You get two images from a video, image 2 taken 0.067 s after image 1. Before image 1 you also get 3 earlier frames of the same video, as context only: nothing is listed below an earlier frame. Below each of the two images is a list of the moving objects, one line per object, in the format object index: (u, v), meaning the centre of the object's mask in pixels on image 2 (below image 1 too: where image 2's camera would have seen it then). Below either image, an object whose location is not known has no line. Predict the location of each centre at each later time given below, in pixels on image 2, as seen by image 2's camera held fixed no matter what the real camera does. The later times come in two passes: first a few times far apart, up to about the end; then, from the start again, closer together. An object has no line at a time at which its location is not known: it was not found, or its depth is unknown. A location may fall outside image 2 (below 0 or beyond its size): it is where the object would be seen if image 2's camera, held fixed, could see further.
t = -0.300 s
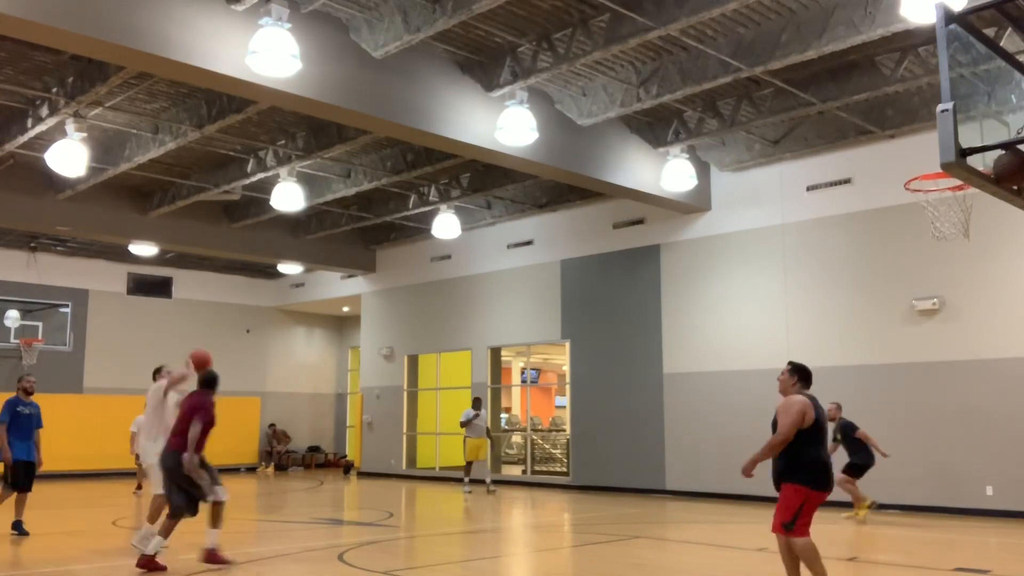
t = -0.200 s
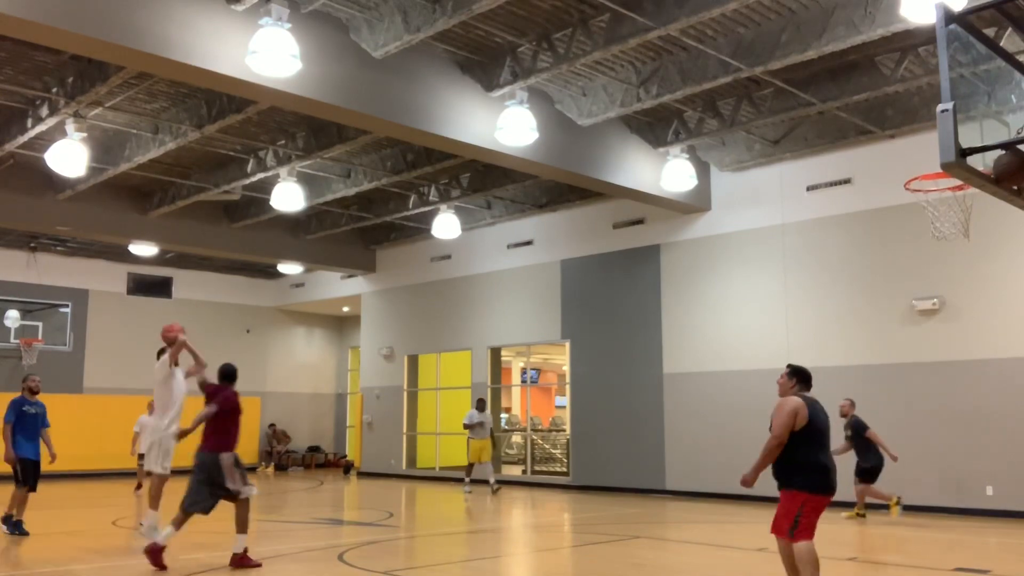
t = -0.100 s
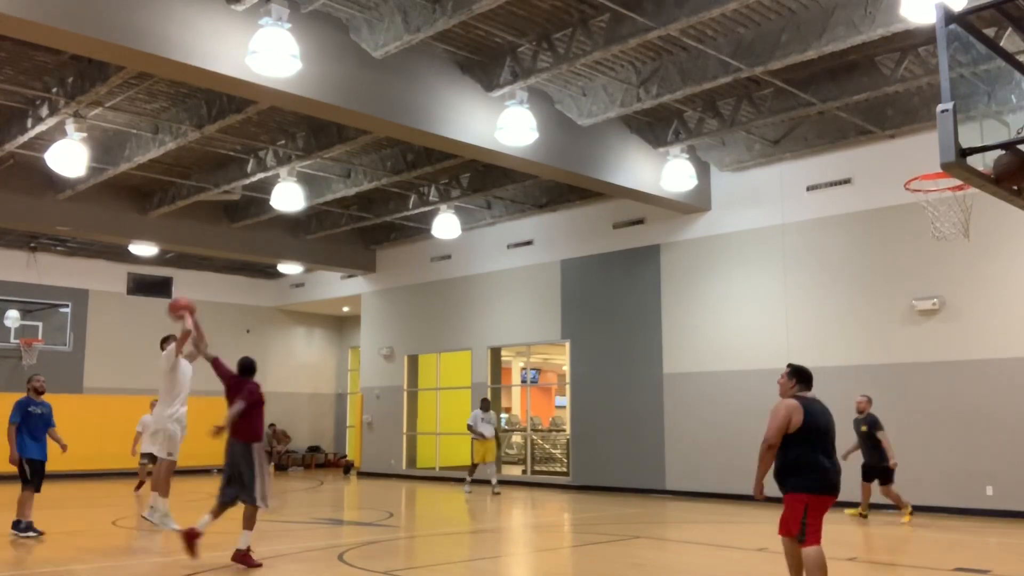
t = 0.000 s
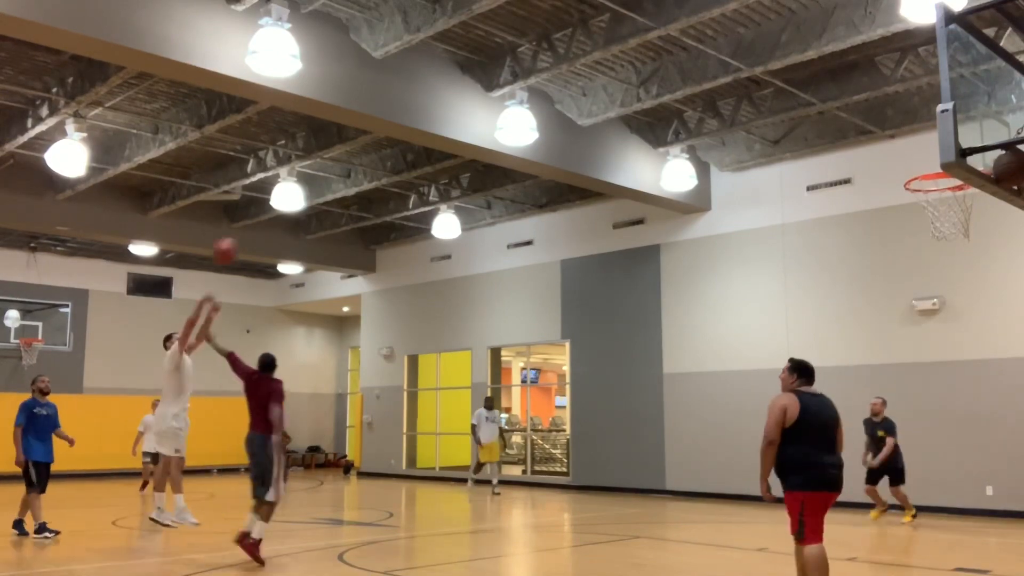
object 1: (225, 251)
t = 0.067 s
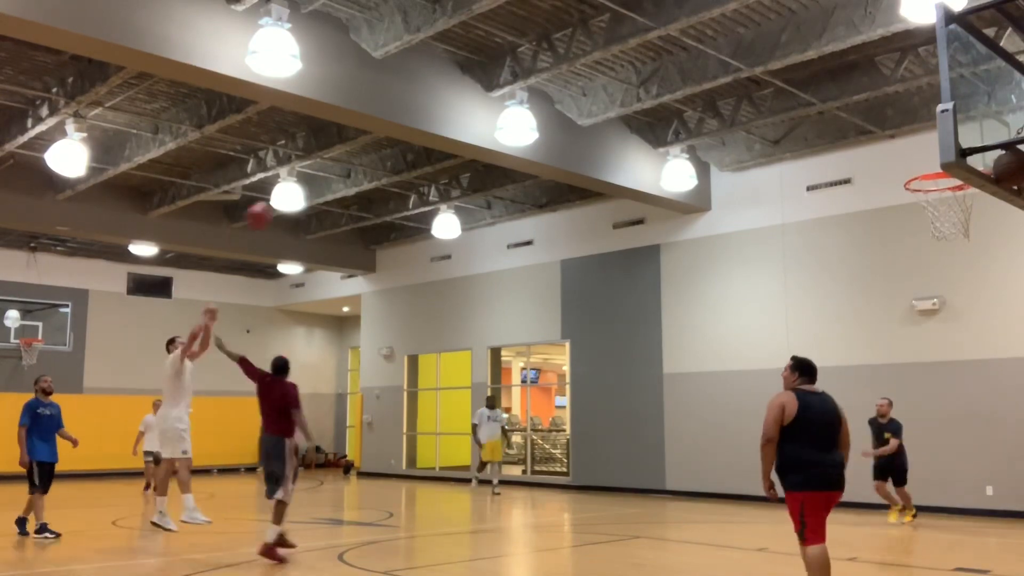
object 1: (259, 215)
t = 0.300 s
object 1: (383, 117)
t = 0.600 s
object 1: (561, 57)
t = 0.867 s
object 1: (748, 83)
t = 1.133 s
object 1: (965, 199)
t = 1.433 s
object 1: (1001, 329)
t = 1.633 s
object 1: (1016, 475)
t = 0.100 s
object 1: (273, 201)
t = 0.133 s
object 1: (296, 182)
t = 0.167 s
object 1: (311, 169)
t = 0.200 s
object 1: (328, 153)
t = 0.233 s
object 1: (346, 140)
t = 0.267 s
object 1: (364, 128)
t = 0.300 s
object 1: (383, 117)
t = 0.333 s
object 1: (402, 106)
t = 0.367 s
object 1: (421, 96)
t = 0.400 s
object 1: (440, 88)
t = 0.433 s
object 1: (459, 80)
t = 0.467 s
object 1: (480, 73)
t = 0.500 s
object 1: (499, 69)
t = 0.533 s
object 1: (520, 63)
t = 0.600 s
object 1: (561, 57)
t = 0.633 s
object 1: (582, 56)
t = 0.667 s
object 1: (605, 56)
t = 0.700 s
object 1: (627, 58)
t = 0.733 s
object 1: (651, 61)
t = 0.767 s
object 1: (674, 64)
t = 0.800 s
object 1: (697, 69)
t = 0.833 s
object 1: (723, 76)
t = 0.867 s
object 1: (748, 83)
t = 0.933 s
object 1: (800, 103)
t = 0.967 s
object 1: (828, 117)
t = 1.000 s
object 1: (856, 130)
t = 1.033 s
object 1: (884, 147)
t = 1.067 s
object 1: (912, 165)
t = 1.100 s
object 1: (940, 186)
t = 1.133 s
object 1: (965, 199)
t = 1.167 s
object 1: (974, 210)
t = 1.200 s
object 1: (977, 219)
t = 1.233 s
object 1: (980, 231)
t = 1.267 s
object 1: (984, 244)
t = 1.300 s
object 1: (987, 257)
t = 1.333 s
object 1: (990, 273)
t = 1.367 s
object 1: (993, 290)
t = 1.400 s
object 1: (997, 308)
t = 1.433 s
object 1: (1001, 329)
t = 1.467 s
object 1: (1005, 349)
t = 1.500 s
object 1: (1008, 372)
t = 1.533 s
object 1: (1010, 396)
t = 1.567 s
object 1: (1012, 421)
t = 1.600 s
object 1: (1014, 448)
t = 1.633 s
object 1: (1016, 475)
